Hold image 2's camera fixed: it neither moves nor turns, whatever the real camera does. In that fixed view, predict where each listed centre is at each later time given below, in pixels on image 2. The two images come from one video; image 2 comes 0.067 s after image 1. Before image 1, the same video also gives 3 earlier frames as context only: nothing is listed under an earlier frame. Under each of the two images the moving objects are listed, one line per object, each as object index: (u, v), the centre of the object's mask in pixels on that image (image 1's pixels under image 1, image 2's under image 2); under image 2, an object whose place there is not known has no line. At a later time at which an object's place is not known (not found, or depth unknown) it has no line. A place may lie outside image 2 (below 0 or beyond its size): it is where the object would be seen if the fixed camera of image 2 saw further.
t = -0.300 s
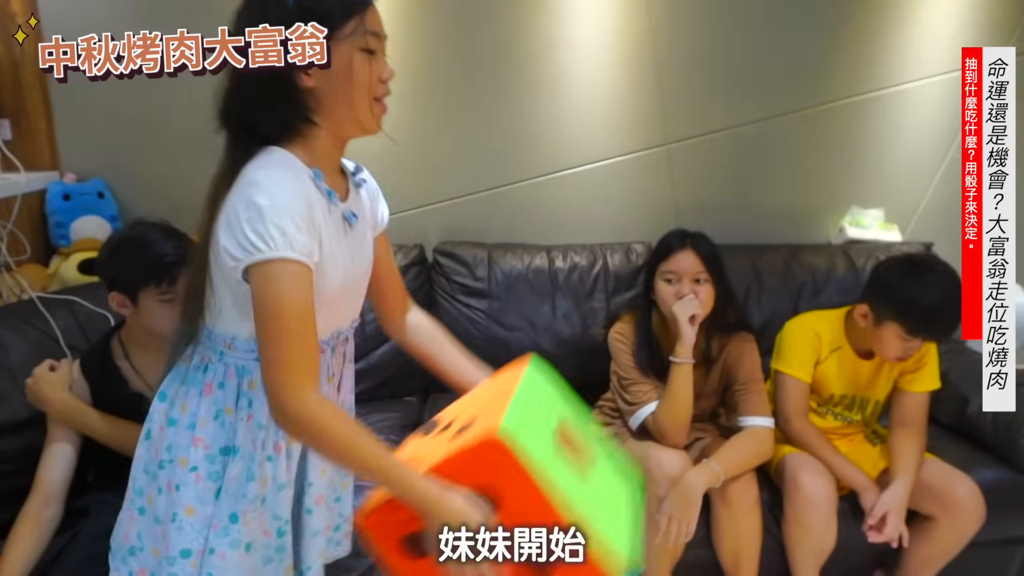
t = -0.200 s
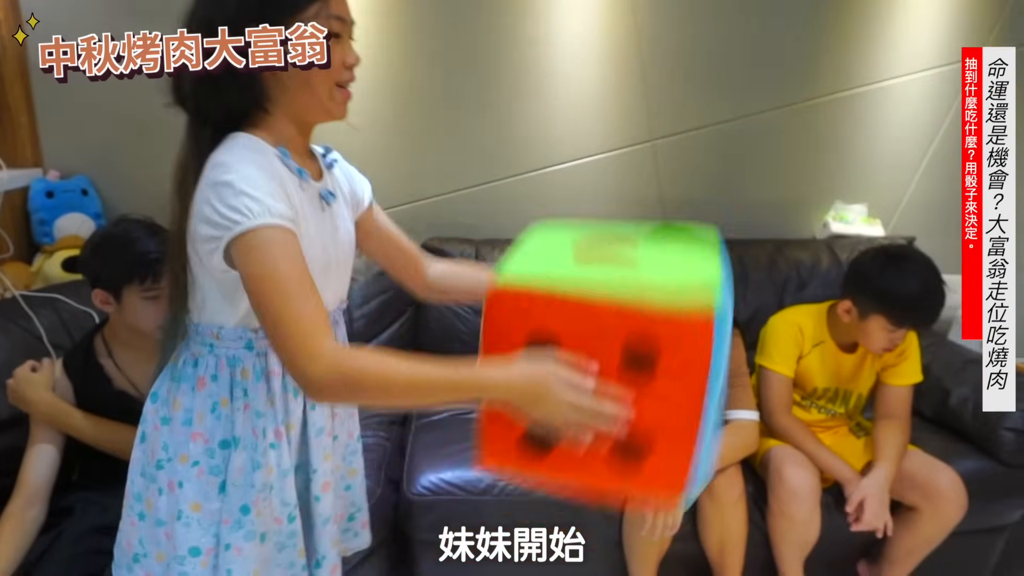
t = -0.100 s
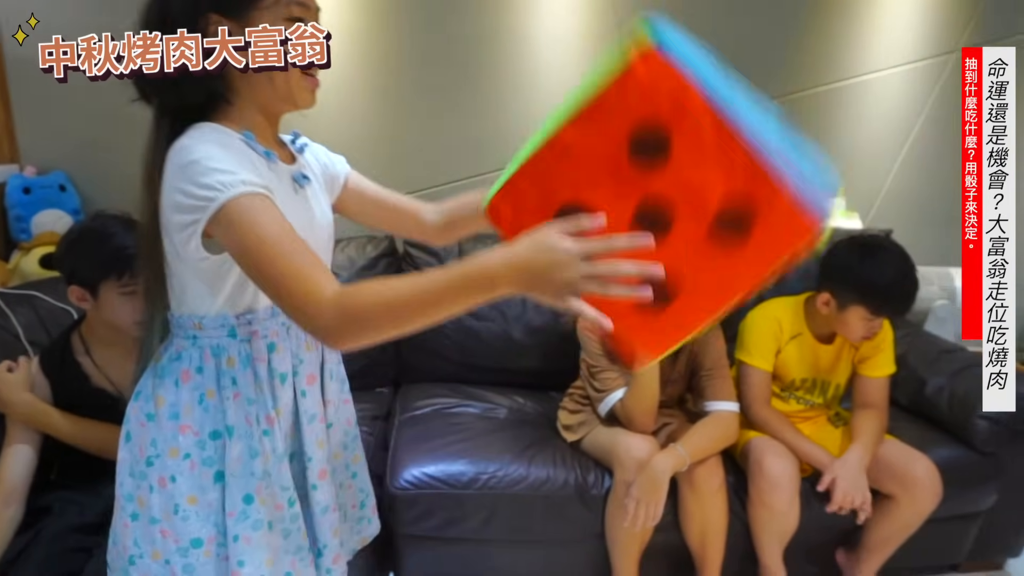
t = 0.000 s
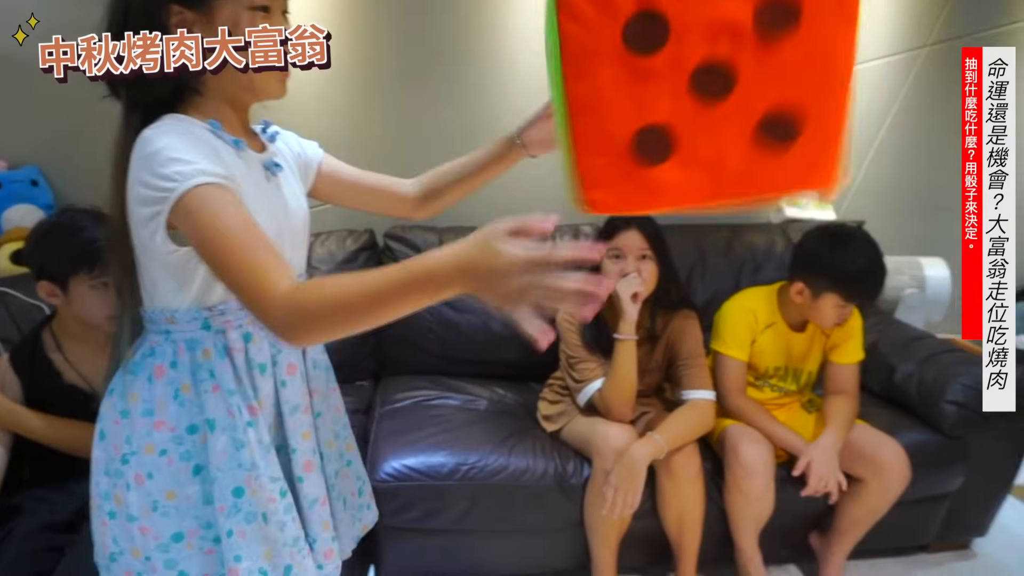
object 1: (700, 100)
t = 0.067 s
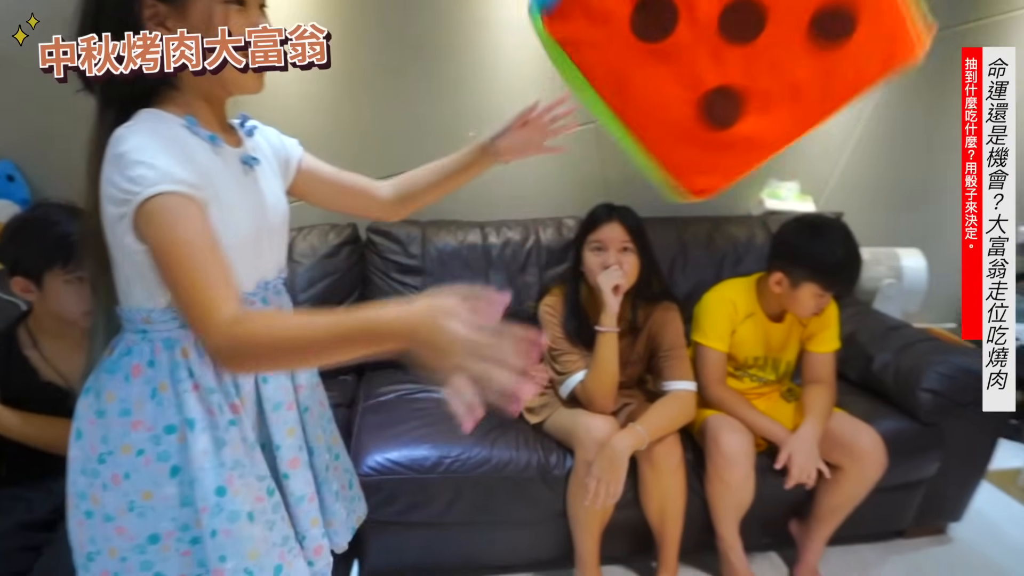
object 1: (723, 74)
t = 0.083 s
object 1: (730, 74)
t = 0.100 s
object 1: (736, 75)
